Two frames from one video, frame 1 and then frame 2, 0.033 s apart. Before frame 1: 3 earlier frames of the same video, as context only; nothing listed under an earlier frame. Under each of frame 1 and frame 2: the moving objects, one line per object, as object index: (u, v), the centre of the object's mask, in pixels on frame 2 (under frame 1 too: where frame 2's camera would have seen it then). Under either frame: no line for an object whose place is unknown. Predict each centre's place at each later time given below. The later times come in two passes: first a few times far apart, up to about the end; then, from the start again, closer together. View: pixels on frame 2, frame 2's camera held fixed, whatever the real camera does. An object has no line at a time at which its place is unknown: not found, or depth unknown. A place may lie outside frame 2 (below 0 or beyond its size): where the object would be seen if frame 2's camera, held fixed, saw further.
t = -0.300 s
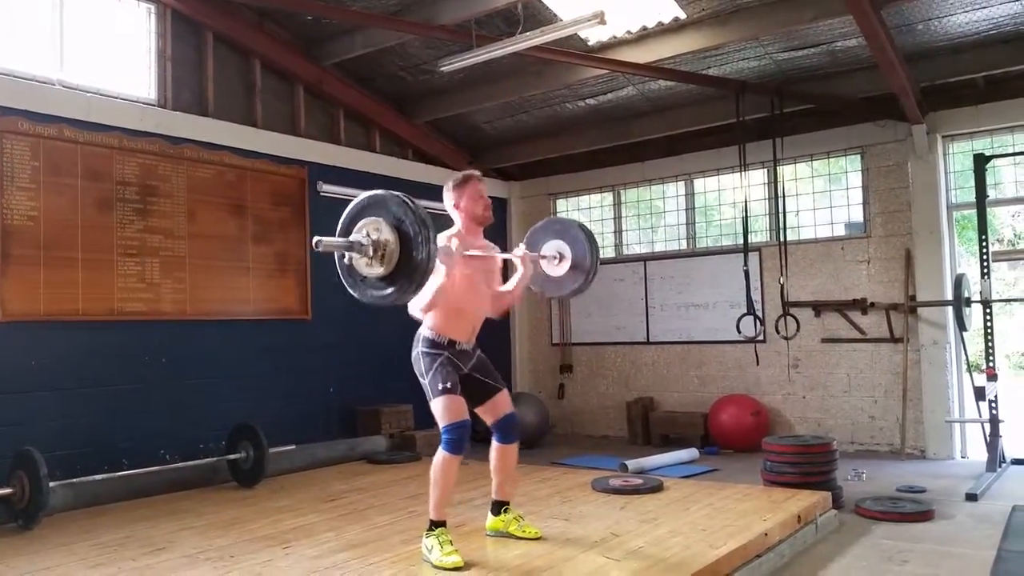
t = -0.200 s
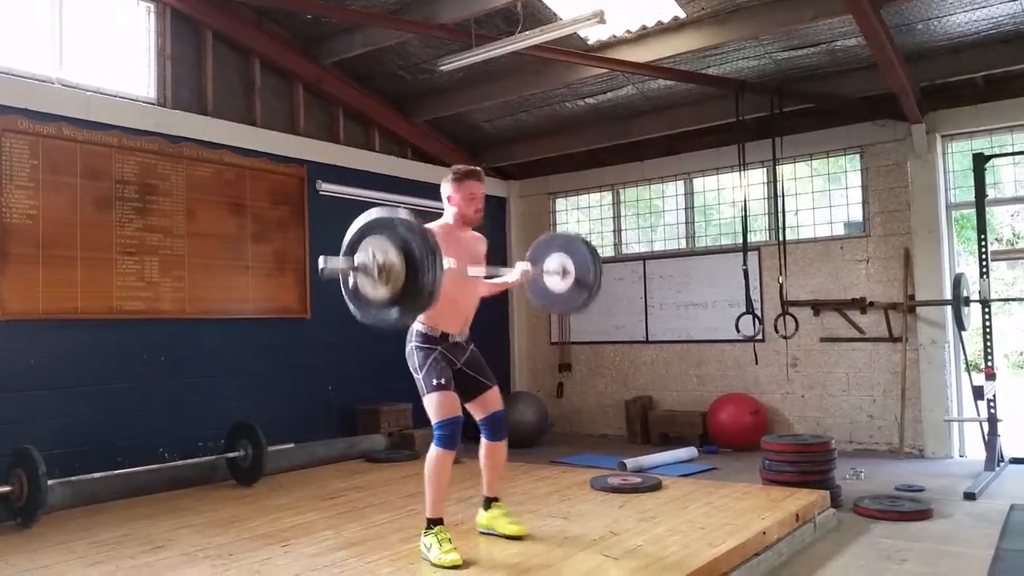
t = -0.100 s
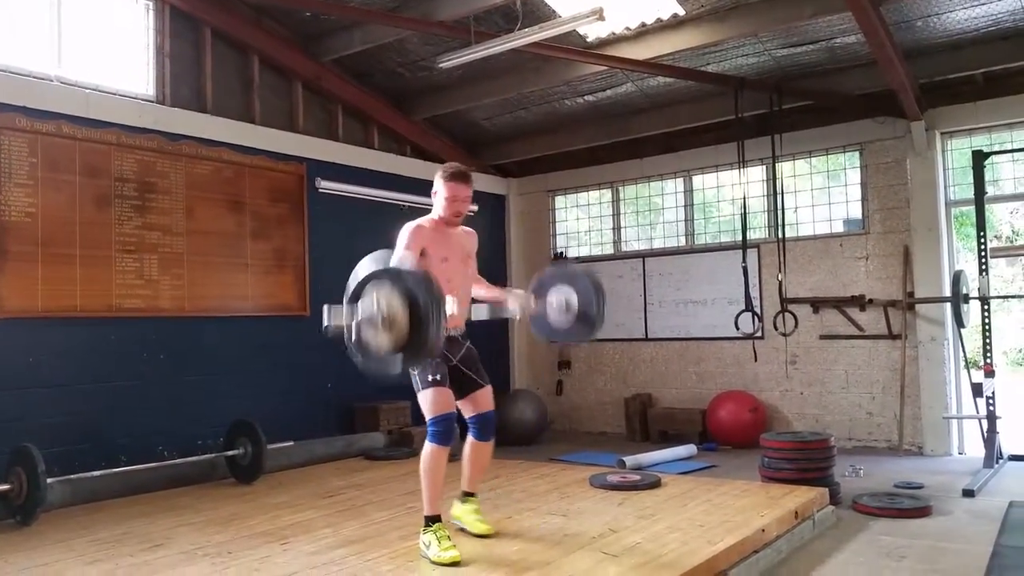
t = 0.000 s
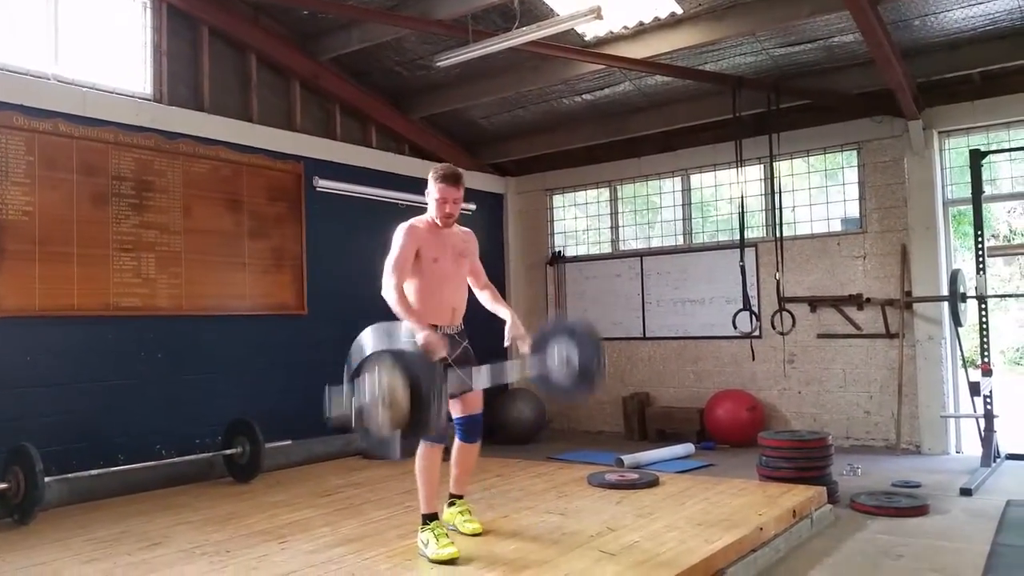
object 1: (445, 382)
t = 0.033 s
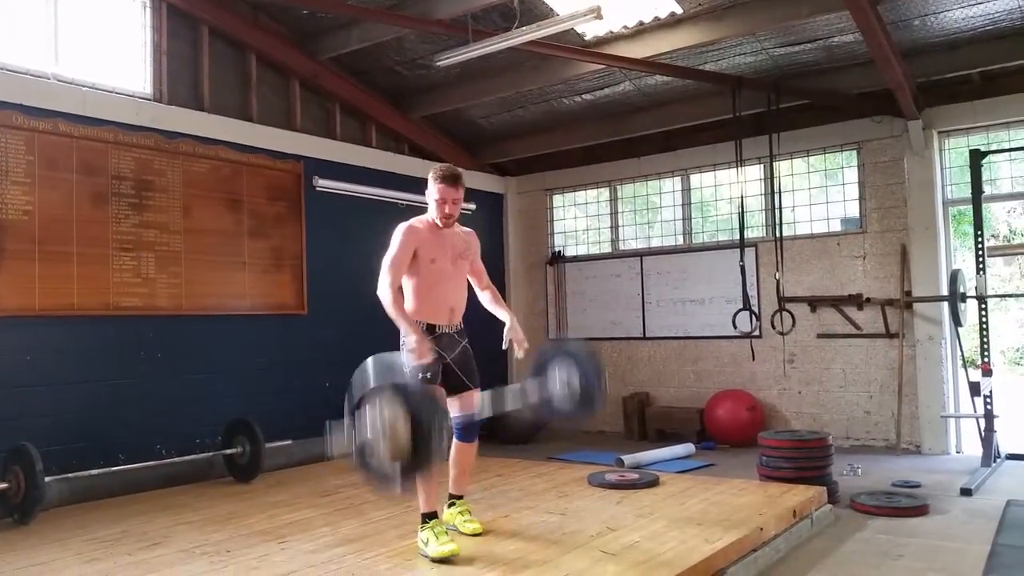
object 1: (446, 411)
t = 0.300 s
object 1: (458, 455)
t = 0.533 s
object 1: (464, 474)
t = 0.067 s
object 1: (449, 440)
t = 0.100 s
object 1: (446, 482)
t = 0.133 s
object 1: (477, 505)
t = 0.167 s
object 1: (472, 500)
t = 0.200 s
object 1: (460, 485)
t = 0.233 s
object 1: (458, 472)
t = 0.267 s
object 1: (457, 462)
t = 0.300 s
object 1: (458, 455)
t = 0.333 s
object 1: (457, 450)
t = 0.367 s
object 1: (459, 448)
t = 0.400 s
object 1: (458, 447)
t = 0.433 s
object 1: (459, 448)
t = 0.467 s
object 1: (457, 453)
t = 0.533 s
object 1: (464, 474)
